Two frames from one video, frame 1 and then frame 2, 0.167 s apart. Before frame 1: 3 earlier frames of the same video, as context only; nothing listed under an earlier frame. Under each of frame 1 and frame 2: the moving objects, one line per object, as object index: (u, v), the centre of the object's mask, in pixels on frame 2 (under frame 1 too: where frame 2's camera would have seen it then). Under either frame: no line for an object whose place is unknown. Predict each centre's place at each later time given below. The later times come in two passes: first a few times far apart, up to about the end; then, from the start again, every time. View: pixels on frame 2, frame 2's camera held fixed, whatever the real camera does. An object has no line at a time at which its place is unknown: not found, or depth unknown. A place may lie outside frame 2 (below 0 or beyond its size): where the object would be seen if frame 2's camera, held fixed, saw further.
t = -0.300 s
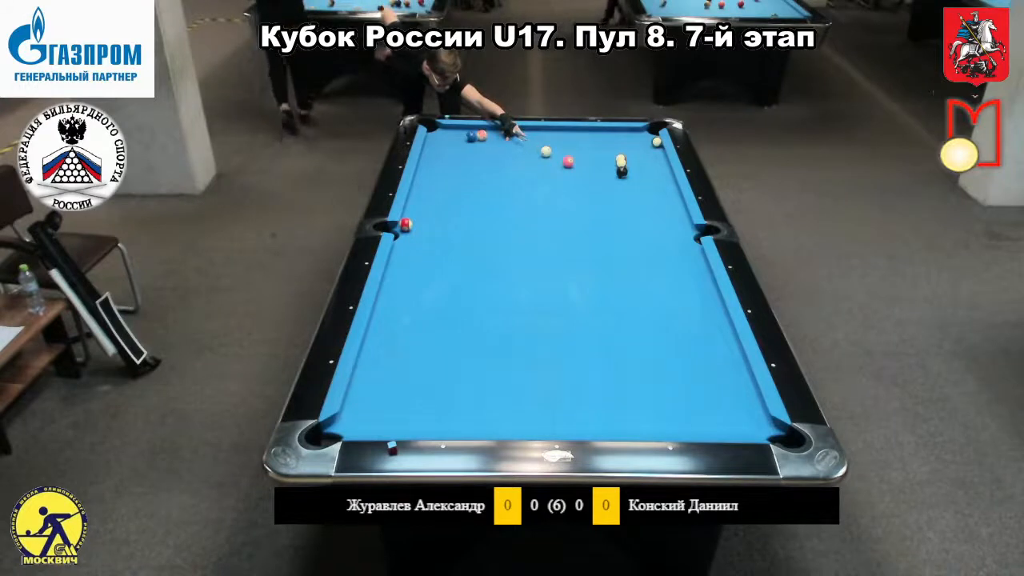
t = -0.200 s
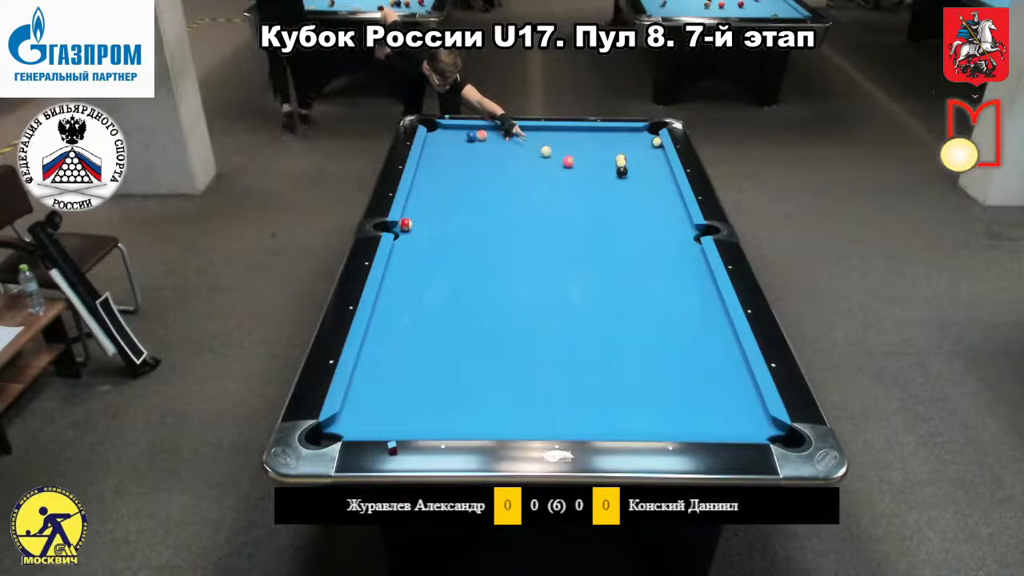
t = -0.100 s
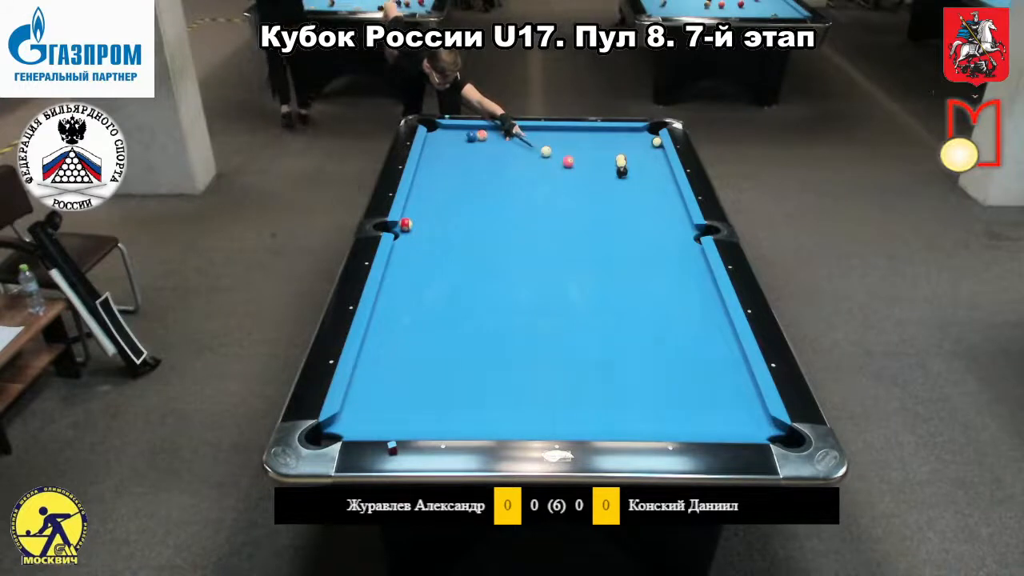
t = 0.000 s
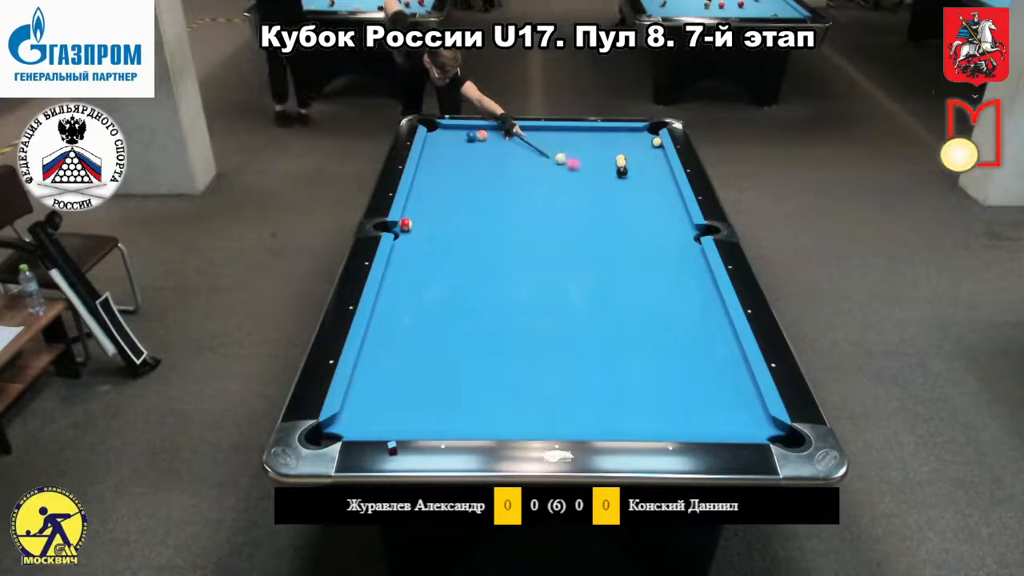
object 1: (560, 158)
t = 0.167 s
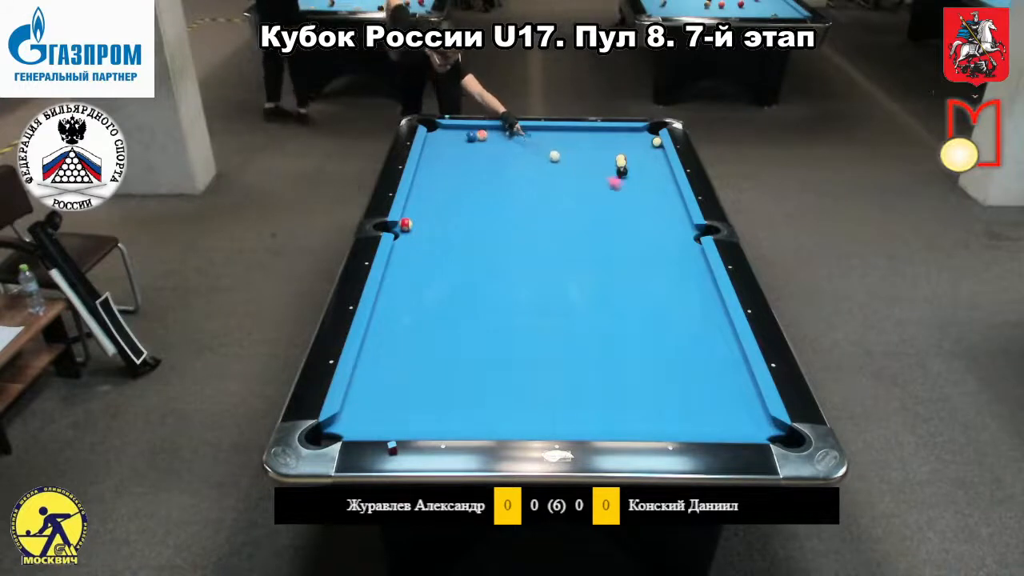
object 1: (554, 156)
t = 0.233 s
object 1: (550, 154)
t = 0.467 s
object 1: (536, 148)
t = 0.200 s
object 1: (553, 155)
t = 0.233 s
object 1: (550, 154)
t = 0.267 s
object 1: (548, 153)
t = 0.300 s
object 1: (546, 152)
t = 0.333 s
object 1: (544, 151)
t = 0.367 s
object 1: (542, 151)
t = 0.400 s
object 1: (540, 150)
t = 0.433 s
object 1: (538, 149)
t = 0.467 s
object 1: (536, 148)
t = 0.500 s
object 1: (534, 147)
